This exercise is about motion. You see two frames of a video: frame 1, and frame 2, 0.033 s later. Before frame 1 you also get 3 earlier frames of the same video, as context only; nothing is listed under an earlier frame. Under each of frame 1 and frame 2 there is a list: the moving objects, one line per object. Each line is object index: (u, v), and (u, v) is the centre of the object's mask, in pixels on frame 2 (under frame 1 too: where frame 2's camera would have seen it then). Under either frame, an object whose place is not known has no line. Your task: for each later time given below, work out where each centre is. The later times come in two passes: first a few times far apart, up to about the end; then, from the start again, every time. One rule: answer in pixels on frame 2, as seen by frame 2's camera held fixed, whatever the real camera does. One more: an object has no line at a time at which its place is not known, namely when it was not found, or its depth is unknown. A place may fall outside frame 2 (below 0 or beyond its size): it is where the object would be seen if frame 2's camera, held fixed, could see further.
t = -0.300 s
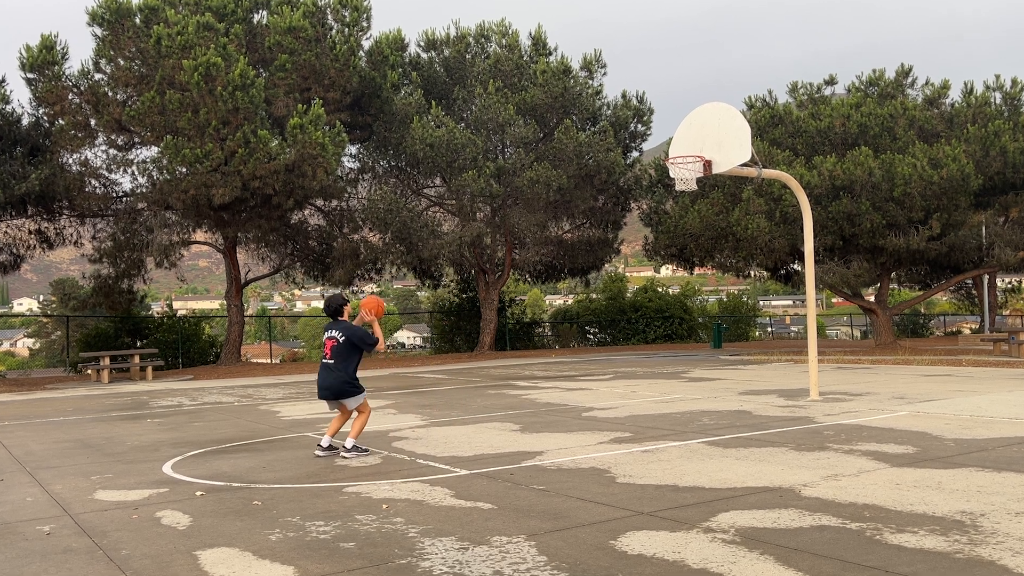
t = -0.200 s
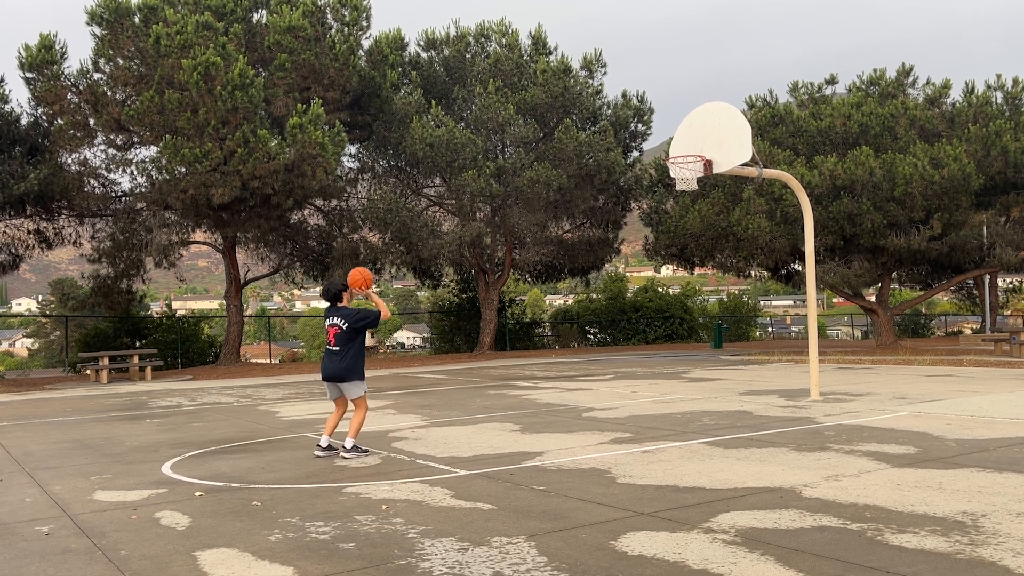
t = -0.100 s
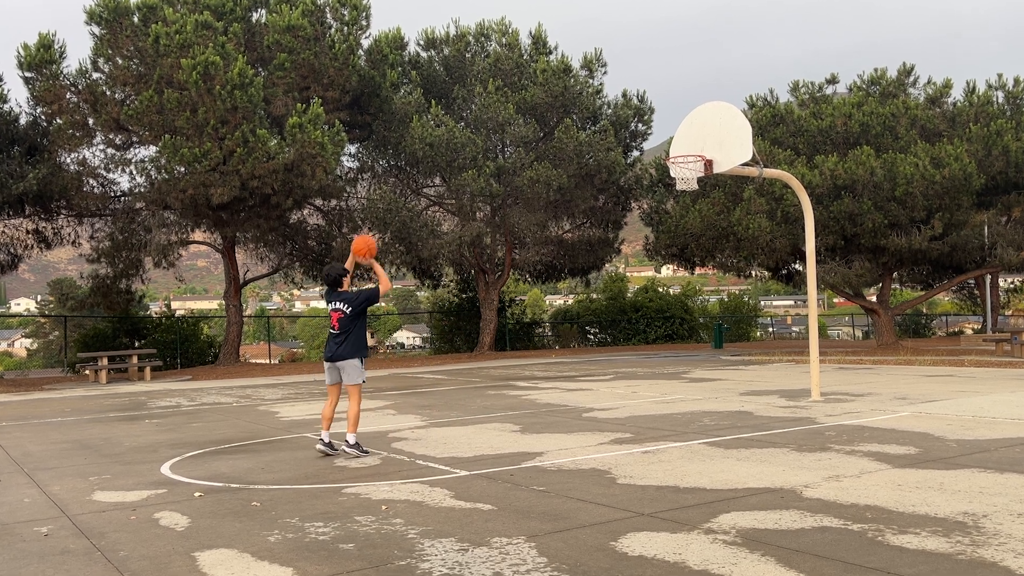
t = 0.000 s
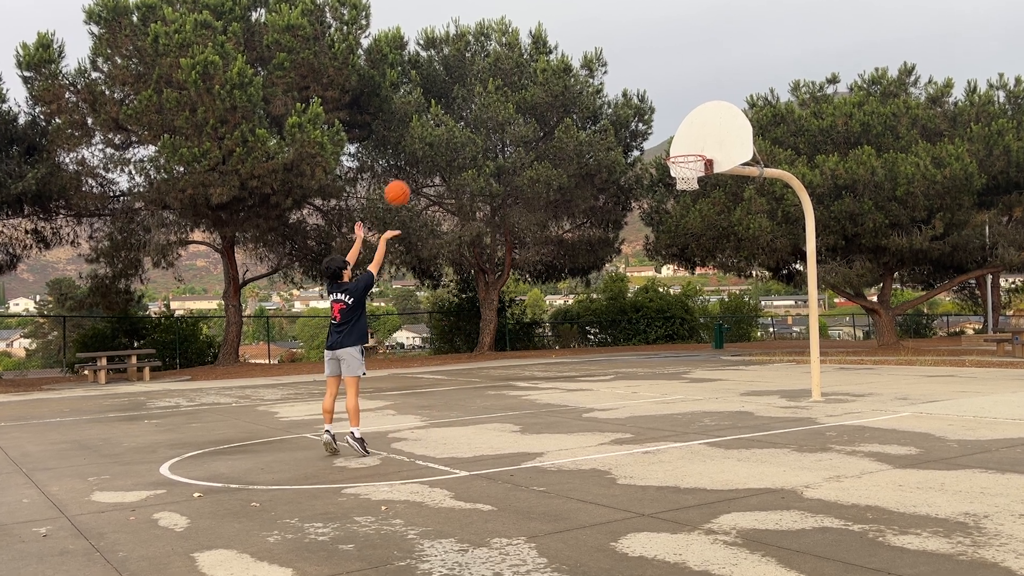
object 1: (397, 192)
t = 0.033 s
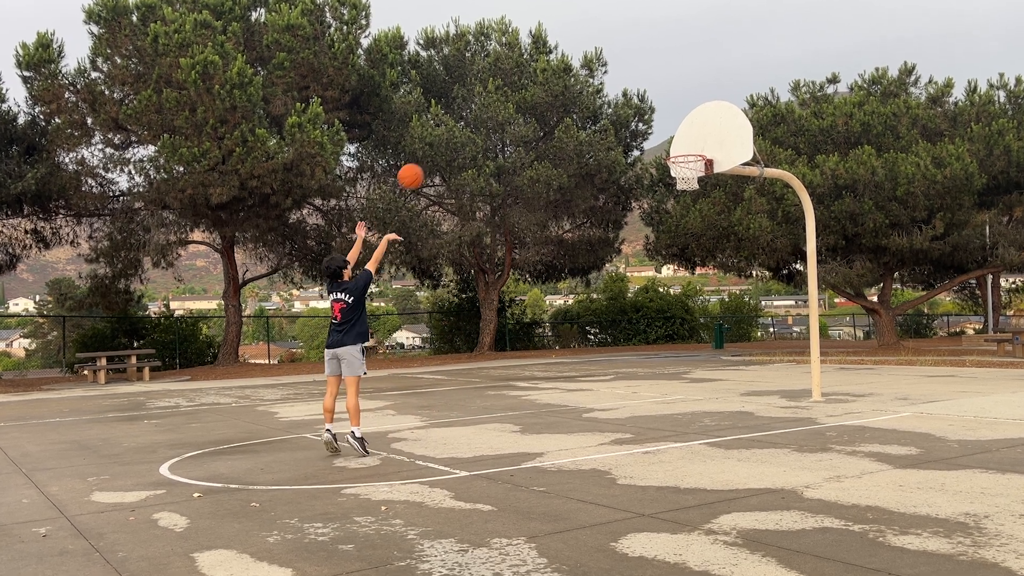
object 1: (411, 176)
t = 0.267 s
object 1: (496, 97)
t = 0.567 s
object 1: (592, 79)
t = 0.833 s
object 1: (667, 126)
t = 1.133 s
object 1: (679, 172)
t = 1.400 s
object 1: (690, 180)
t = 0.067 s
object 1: (423, 161)
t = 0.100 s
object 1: (436, 147)
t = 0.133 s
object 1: (448, 134)
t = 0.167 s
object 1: (461, 123)
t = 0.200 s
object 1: (473, 113)
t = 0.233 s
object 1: (485, 105)
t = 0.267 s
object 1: (496, 97)
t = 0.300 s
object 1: (508, 91)
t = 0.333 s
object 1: (519, 85)
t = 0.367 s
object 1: (530, 82)
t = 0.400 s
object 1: (541, 79)
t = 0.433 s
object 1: (551, 76)
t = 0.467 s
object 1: (562, 76)
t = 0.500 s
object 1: (572, 75)
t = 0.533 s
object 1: (583, 77)
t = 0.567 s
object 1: (592, 79)
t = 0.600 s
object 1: (602, 82)
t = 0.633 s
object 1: (612, 86)
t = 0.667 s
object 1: (622, 91)
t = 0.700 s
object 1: (631, 96)
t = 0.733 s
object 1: (640, 102)
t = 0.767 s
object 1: (649, 110)
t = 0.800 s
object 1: (658, 118)
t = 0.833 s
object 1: (667, 126)
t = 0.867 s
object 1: (675, 136)
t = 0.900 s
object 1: (684, 146)
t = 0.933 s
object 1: (693, 157)
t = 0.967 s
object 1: (688, 161)
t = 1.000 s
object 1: (681, 165)
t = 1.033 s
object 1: (677, 165)
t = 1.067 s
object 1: (677, 166)
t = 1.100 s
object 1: (678, 168)
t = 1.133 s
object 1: (679, 172)
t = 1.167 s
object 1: (680, 174)
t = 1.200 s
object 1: (683, 177)
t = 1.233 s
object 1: (684, 180)
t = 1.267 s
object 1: (686, 180)
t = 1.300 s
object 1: (688, 179)
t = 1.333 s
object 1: (689, 179)
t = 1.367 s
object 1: (690, 179)
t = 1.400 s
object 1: (690, 180)
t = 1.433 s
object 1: (690, 180)
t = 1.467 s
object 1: (690, 180)
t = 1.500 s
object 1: (689, 181)
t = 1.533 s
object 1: (689, 183)
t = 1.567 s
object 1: (687, 183)
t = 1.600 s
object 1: (686, 183)
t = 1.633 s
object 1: (685, 183)
